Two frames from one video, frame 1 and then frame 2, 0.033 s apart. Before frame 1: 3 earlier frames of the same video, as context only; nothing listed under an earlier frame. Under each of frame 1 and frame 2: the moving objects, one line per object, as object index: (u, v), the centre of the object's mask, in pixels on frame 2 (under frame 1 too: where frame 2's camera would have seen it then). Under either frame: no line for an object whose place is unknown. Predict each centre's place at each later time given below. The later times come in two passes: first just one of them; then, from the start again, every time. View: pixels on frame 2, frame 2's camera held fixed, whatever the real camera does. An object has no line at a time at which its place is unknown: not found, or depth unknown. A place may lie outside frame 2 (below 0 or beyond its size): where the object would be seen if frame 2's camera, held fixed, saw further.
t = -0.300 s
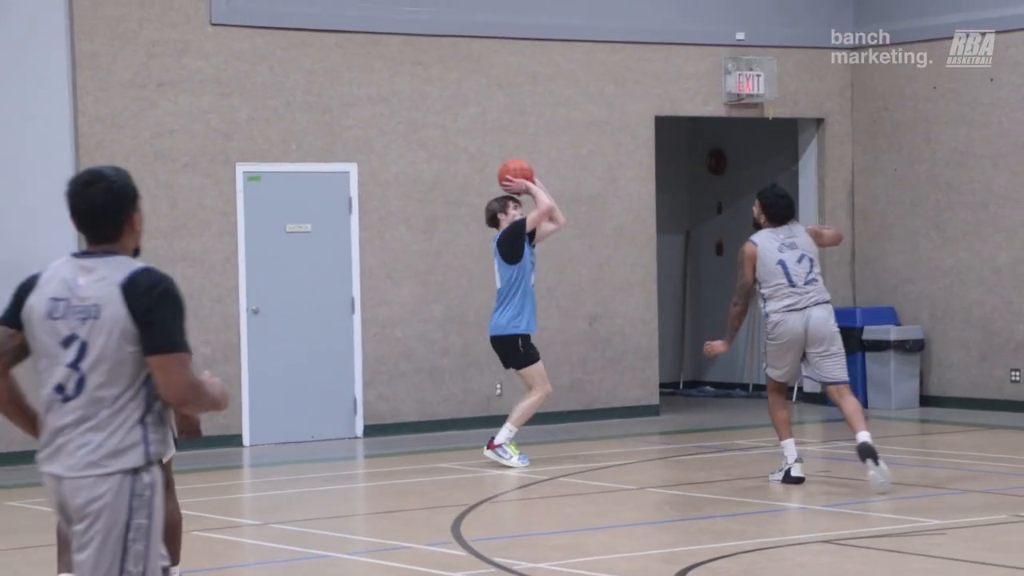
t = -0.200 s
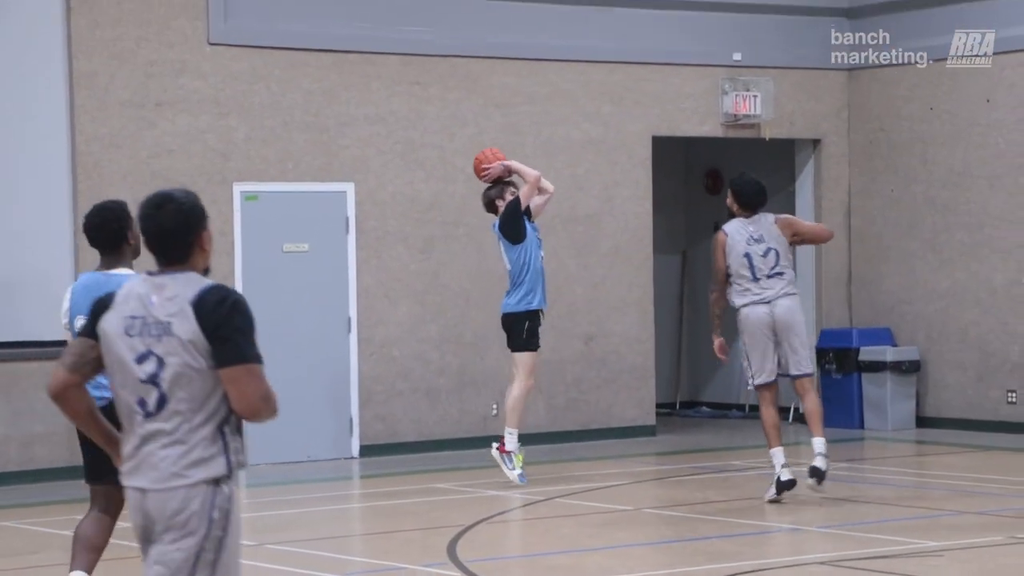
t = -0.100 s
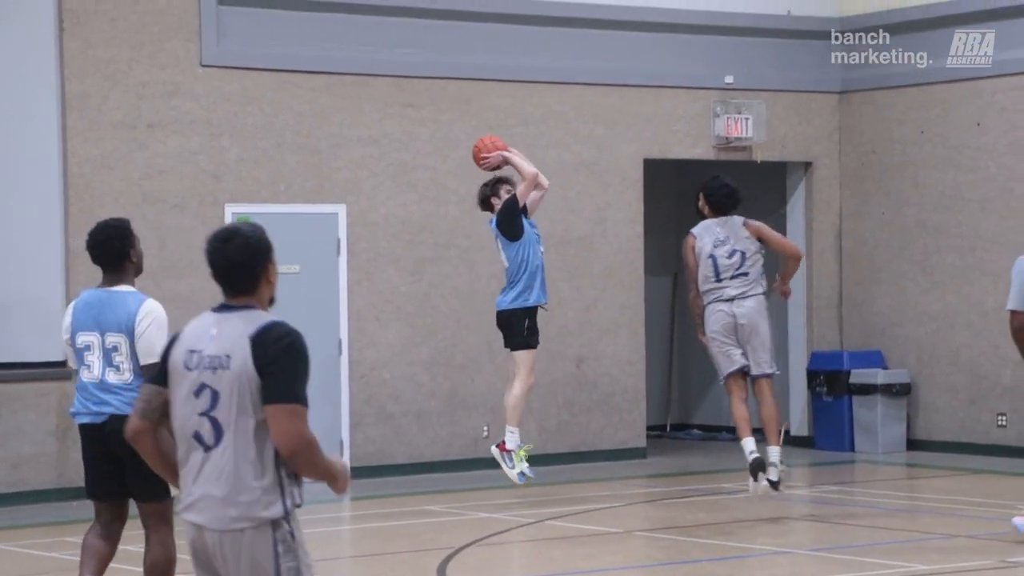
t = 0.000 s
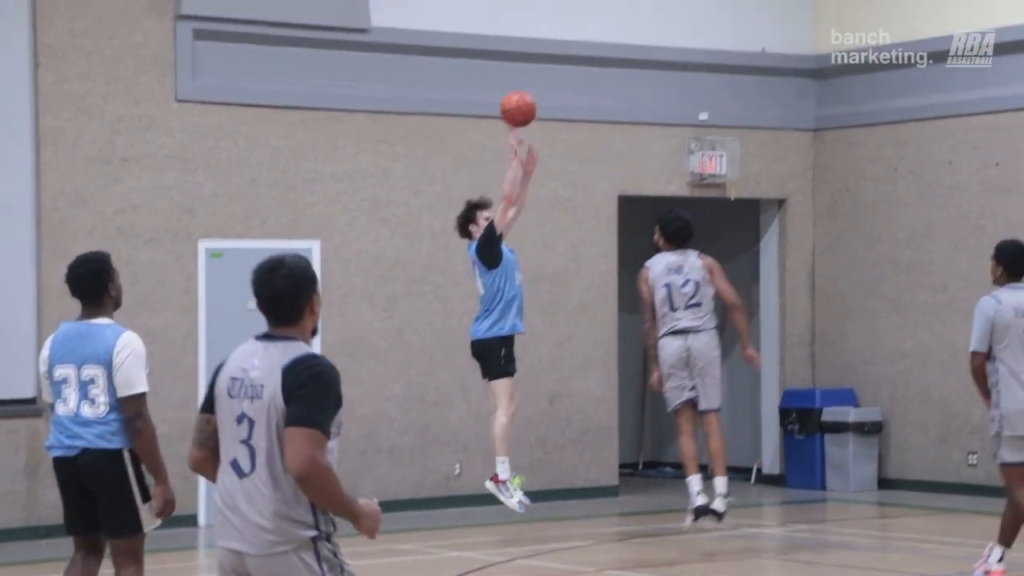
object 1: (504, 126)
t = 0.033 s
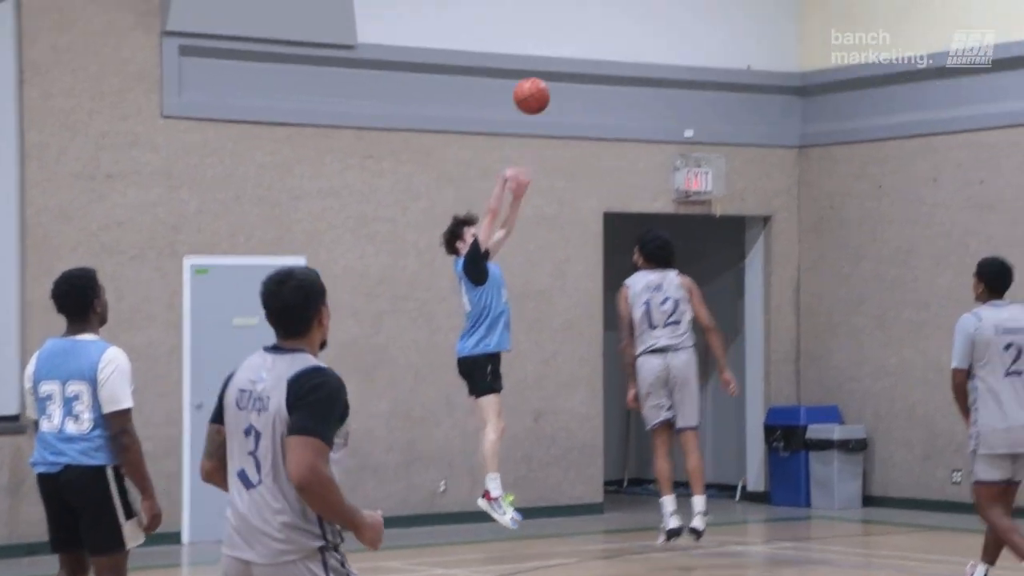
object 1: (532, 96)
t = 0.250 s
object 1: (728, -72)
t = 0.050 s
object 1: (546, 81)
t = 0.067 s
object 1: (560, 67)
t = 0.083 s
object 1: (574, 53)
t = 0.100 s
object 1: (589, 39)
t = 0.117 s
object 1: (604, 26)
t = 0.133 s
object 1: (618, 13)
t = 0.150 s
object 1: (634, 0)
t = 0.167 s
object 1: (649, -12)
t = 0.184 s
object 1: (664, -25)
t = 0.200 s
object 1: (680, -37)
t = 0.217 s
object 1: (696, -49)
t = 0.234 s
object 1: (712, -60)
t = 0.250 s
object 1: (728, -72)
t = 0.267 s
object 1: (744, -83)
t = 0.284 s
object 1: (760, -93)
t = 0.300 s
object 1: (777, -104)
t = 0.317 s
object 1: (793, -113)
